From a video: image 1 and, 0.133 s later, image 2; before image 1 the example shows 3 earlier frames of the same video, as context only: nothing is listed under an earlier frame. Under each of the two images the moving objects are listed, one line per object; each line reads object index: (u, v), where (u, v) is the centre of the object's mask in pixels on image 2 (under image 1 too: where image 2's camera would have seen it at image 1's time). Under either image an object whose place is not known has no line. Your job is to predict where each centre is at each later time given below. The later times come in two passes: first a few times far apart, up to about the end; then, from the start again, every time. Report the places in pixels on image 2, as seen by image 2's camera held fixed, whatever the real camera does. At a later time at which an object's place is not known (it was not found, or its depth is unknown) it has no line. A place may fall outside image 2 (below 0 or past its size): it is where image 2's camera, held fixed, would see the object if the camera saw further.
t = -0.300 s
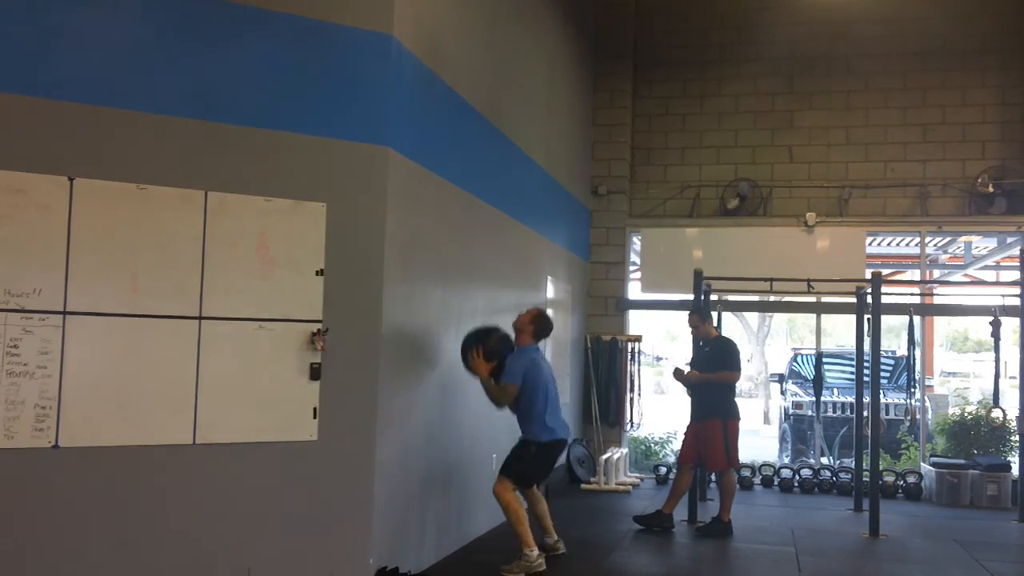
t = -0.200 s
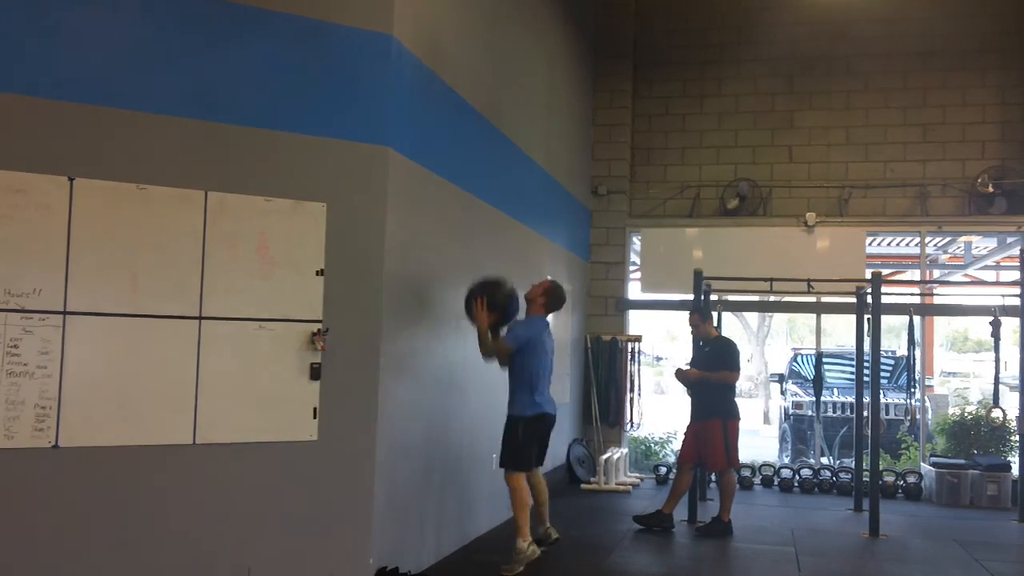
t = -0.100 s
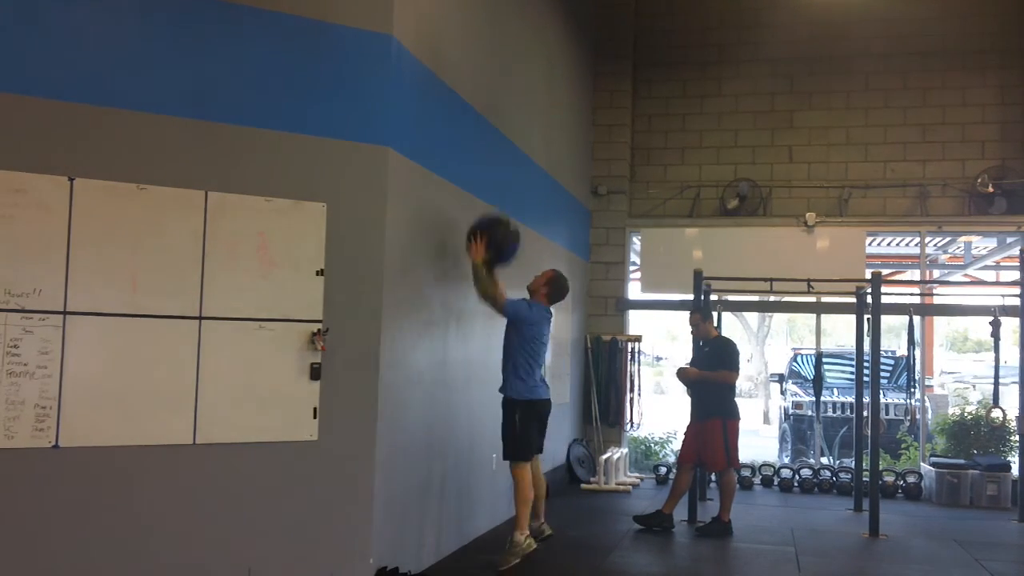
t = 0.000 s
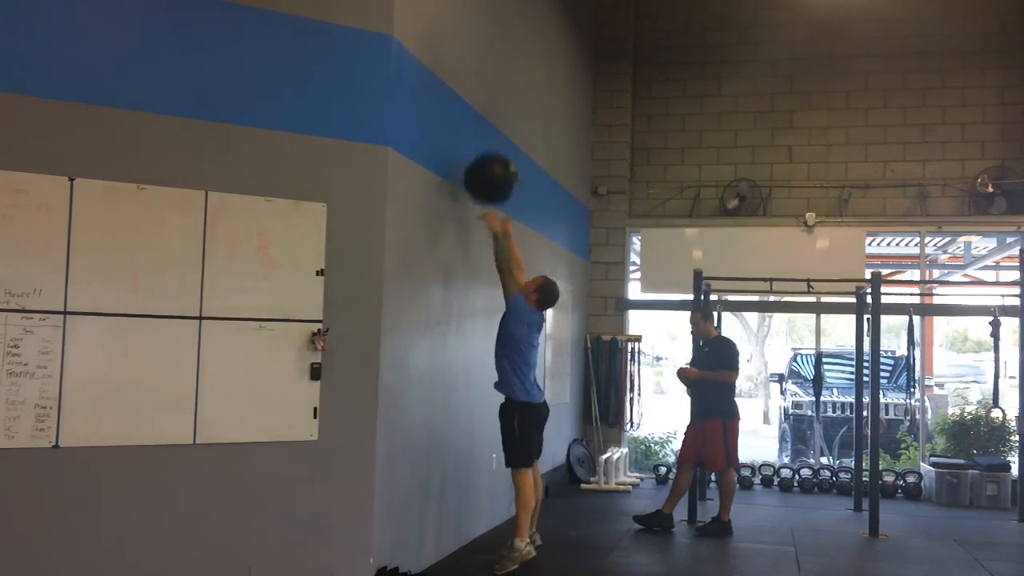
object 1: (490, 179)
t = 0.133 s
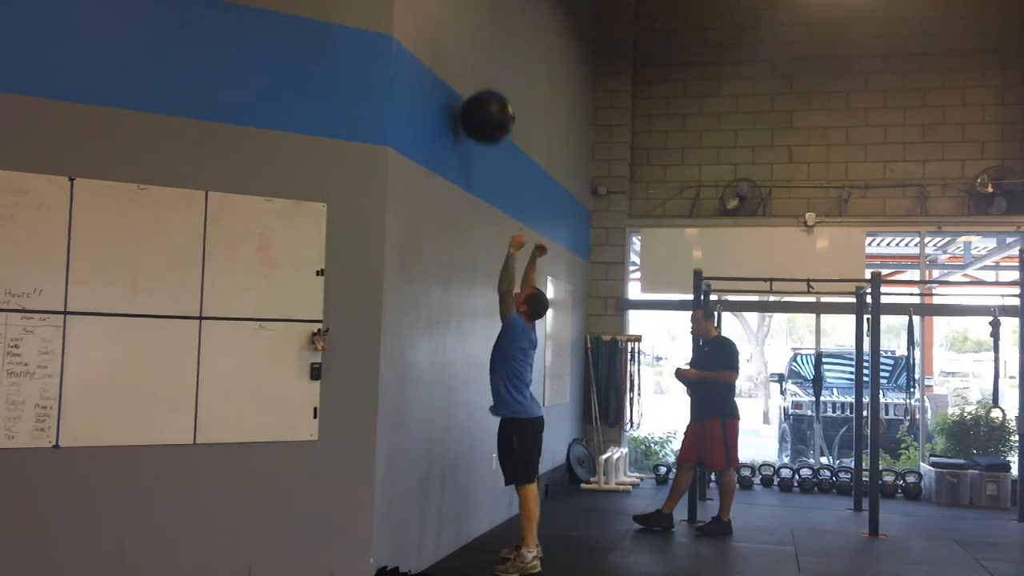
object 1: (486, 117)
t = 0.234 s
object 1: (482, 87)
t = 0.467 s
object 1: (485, 78)
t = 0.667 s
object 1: (489, 135)
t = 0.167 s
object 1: (485, 105)
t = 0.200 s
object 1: (483, 96)
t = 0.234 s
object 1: (482, 87)
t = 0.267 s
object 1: (482, 81)
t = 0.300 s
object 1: (482, 76)
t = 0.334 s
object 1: (482, 73)
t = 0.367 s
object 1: (483, 72)
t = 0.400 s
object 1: (484, 72)
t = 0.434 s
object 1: (485, 74)
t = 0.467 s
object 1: (485, 78)
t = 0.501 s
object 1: (487, 83)
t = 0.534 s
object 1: (487, 90)
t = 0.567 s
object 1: (488, 99)
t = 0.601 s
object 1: (488, 109)
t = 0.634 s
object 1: (489, 122)
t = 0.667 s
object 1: (489, 135)
